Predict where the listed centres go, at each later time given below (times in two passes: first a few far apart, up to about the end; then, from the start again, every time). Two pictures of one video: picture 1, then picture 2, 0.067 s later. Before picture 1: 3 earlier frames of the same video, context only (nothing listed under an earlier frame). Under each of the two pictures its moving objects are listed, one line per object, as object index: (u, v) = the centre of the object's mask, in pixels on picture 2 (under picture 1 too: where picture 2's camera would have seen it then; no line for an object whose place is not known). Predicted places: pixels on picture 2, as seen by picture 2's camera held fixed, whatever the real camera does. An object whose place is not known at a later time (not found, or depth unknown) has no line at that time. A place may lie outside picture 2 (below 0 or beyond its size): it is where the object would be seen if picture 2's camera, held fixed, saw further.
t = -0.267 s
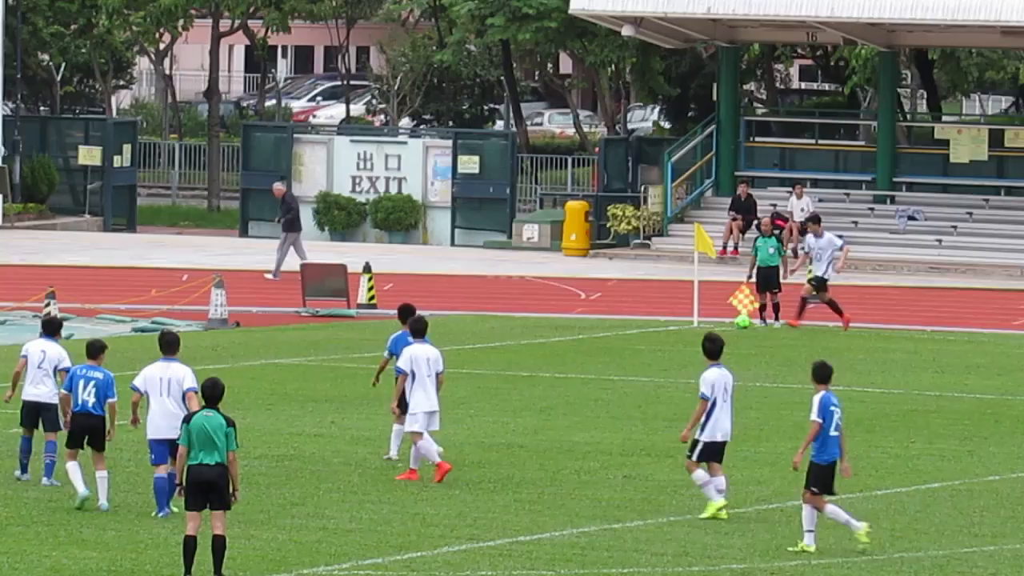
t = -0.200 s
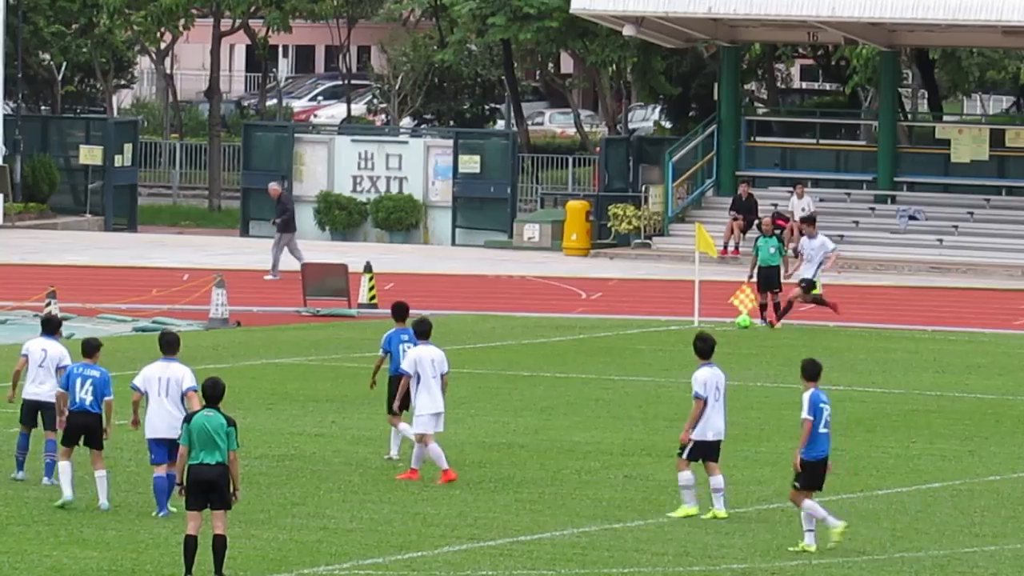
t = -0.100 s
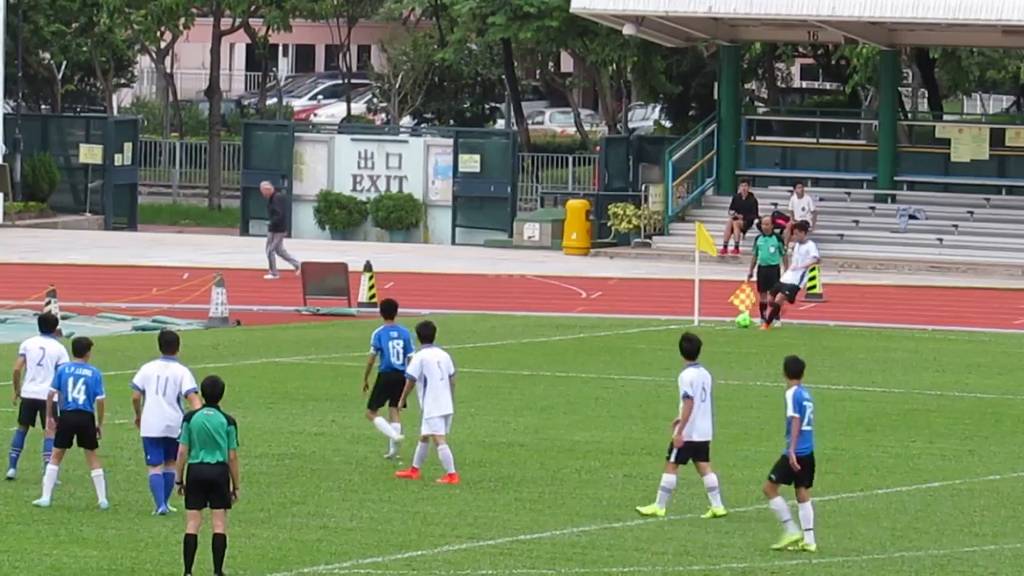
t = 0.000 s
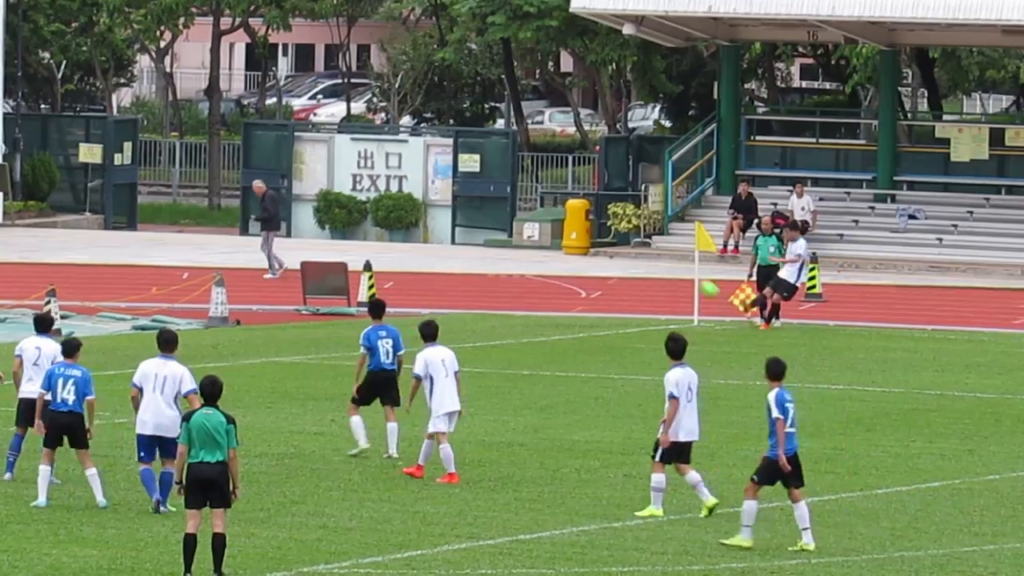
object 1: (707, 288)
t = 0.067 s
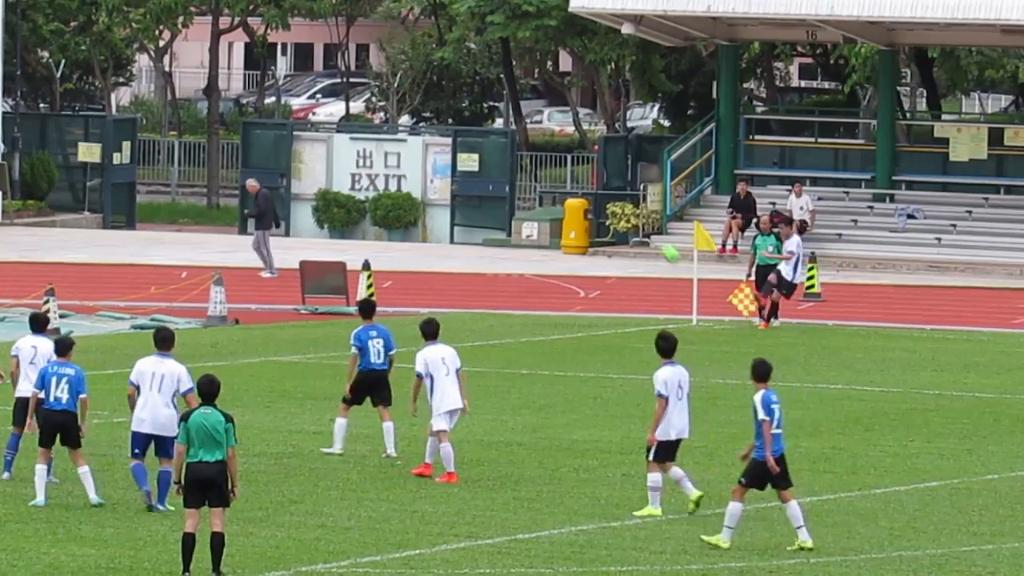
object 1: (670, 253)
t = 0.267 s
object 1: (566, 162)
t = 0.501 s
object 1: (460, 83)
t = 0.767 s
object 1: (346, 24)
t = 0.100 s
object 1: (651, 236)
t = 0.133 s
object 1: (634, 222)
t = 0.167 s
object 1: (616, 205)
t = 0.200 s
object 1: (600, 191)
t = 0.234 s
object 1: (582, 177)
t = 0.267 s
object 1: (566, 162)
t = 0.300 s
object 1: (550, 150)
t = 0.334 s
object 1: (535, 138)
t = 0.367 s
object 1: (520, 125)
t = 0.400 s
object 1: (504, 113)
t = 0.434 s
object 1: (489, 103)
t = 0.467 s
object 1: (474, 93)
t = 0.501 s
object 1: (460, 83)
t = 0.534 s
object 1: (446, 74)
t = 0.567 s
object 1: (432, 64)
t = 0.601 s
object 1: (417, 56)
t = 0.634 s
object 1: (403, 47)
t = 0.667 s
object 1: (389, 41)
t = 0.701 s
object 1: (374, 35)
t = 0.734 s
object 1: (360, 30)
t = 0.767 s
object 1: (346, 24)
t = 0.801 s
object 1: (332, 22)
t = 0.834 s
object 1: (318, 20)
